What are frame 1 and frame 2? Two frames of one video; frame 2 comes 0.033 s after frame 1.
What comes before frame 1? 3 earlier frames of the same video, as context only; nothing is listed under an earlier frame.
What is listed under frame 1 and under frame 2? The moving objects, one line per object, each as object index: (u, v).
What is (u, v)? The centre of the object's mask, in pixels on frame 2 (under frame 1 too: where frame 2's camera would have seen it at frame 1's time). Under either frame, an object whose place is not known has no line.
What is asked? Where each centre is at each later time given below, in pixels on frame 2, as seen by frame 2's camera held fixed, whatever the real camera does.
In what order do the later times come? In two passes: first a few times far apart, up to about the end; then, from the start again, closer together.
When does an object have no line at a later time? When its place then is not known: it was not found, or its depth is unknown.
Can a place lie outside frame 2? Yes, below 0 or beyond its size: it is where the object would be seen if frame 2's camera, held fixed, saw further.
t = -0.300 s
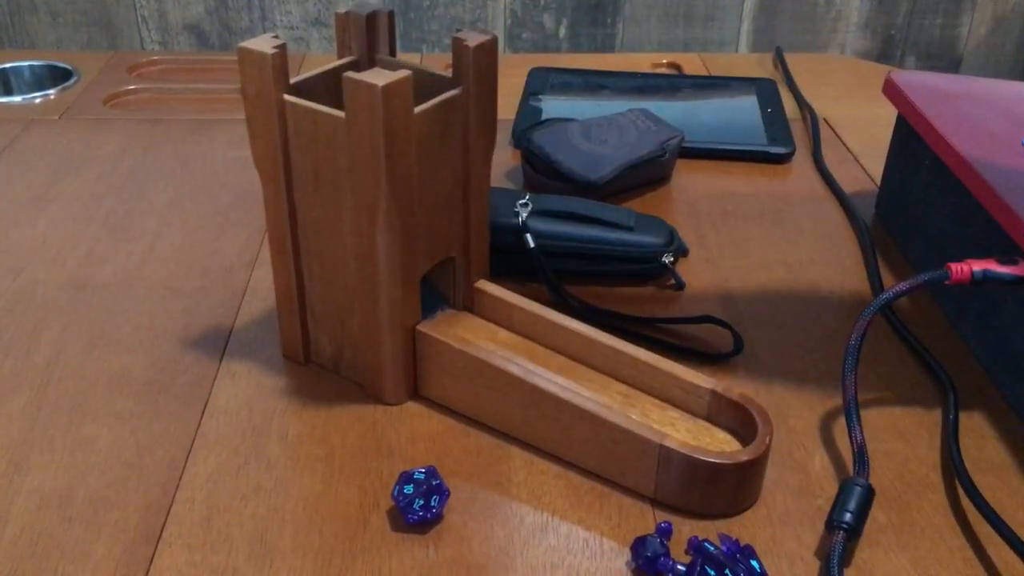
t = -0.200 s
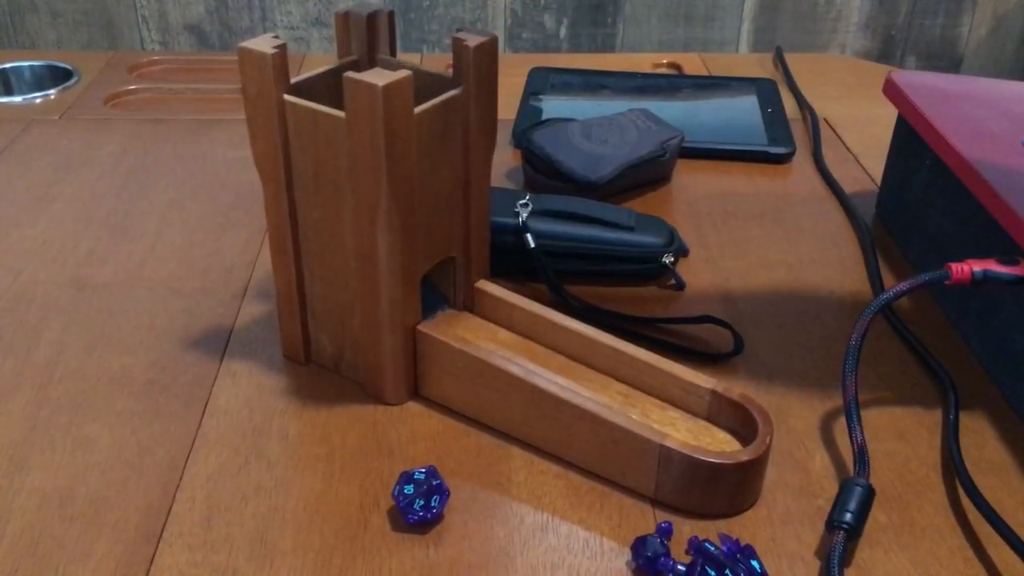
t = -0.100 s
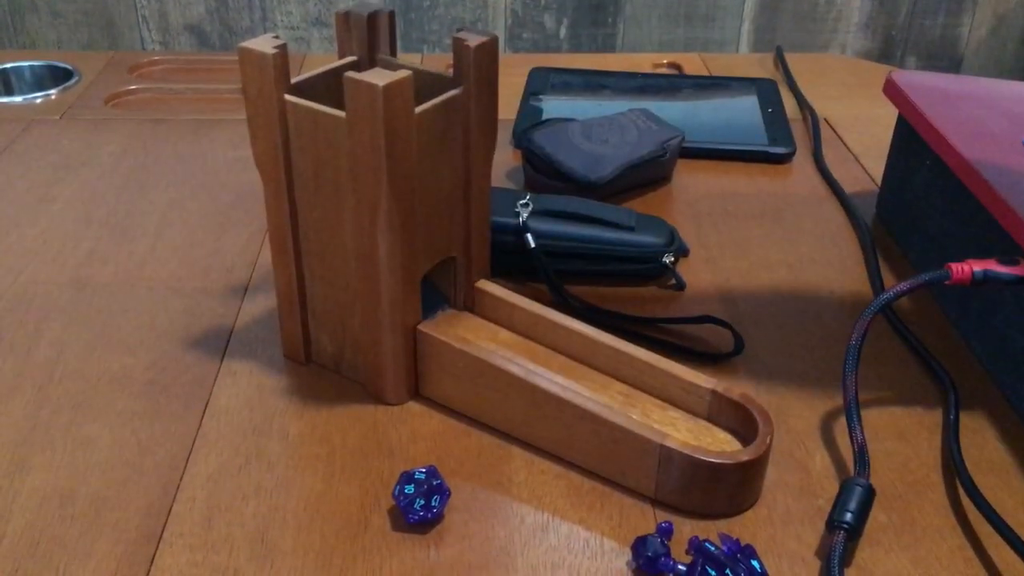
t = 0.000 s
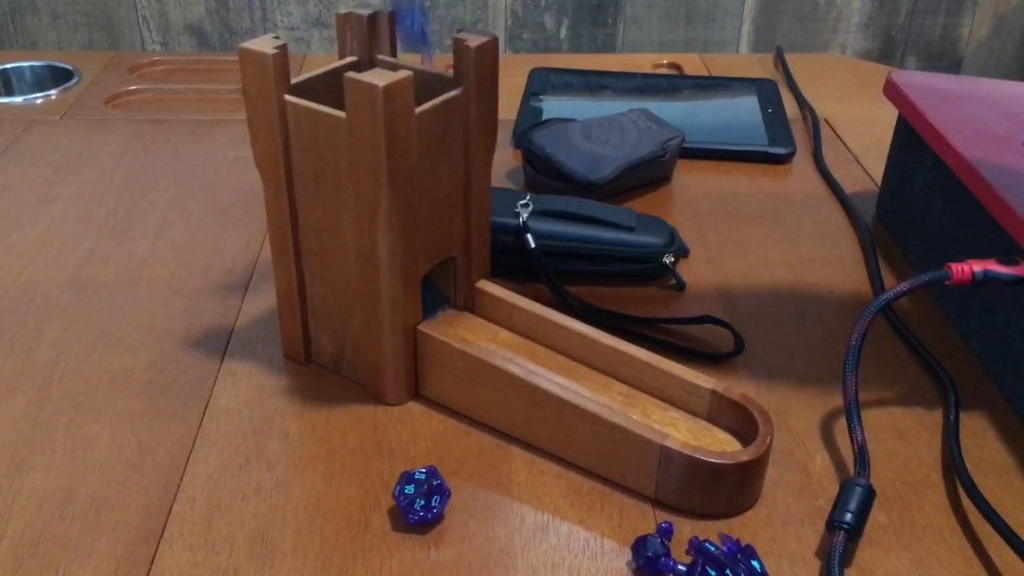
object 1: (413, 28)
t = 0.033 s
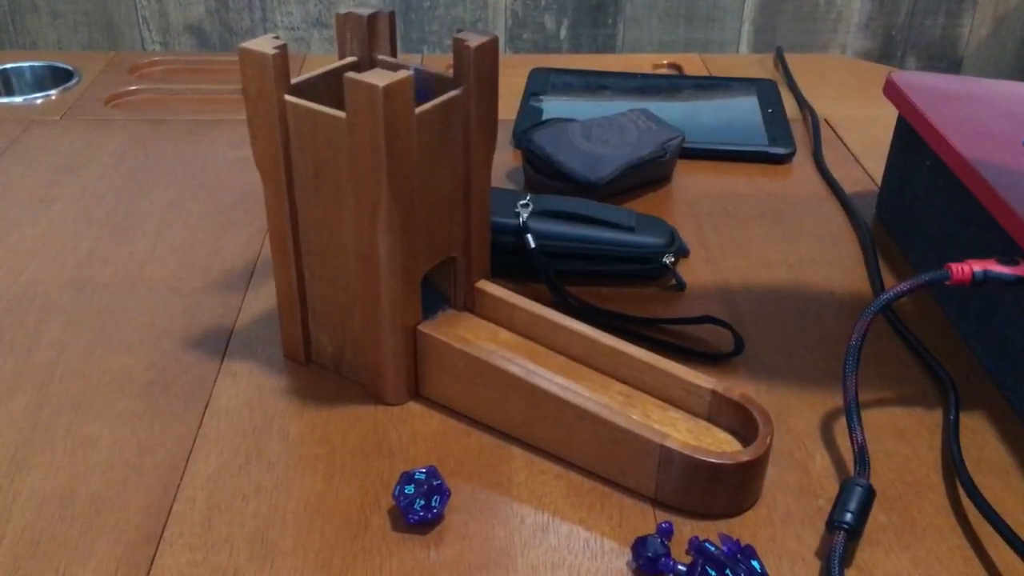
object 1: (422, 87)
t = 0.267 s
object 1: (561, 362)
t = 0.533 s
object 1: (724, 435)
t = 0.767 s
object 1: (728, 436)
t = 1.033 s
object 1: (728, 437)
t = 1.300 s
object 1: (722, 437)
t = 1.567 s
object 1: (721, 437)
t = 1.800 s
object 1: (721, 437)
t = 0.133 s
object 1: (441, 291)
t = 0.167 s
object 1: (482, 298)
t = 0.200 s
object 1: (514, 323)
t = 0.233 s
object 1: (533, 350)
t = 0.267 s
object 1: (561, 362)
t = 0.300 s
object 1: (589, 383)
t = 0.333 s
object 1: (619, 395)
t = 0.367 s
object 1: (651, 413)
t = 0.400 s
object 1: (688, 429)
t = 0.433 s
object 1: (715, 442)
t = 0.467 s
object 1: (724, 443)
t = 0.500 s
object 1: (727, 437)
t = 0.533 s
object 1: (724, 435)
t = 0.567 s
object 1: (722, 434)
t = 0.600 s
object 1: (721, 434)
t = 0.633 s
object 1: (721, 434)
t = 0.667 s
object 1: (721, 434)
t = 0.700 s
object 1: (721, 434)
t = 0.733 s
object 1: (721, 434)
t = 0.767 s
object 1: (728, 436)
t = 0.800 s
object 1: (720, 436)
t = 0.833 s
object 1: (722, 438)
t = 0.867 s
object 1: (718, 439)
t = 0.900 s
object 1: (718, 439)
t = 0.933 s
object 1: (721, 438)
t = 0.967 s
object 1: (722, 438)
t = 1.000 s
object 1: (723, 436)
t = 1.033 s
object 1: (728, 437)
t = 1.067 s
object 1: (725, 437)
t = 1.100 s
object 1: (724, 437)
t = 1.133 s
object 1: (722, 437)
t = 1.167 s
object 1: (722, 437)
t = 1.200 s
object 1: (722, 437)
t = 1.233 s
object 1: (722, 437)
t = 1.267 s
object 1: (722, 437)
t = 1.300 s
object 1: (722, 437)
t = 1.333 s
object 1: (722, 437)
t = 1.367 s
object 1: (721, 437)
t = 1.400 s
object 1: (721, 437)
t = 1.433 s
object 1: (721, 437)
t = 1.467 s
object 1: (722, 437)
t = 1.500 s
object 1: (722, 437)
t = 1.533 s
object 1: (721, 437)
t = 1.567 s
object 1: (721, 437)
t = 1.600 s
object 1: (721, 437)
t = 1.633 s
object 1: (722, 437)
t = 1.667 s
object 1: (722, 437)
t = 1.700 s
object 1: (721, 437)
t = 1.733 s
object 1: (721, 437)
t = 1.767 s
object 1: (721, 437)
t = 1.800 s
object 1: (721, 437)
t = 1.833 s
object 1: (721, 437)
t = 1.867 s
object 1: (721, 437)
